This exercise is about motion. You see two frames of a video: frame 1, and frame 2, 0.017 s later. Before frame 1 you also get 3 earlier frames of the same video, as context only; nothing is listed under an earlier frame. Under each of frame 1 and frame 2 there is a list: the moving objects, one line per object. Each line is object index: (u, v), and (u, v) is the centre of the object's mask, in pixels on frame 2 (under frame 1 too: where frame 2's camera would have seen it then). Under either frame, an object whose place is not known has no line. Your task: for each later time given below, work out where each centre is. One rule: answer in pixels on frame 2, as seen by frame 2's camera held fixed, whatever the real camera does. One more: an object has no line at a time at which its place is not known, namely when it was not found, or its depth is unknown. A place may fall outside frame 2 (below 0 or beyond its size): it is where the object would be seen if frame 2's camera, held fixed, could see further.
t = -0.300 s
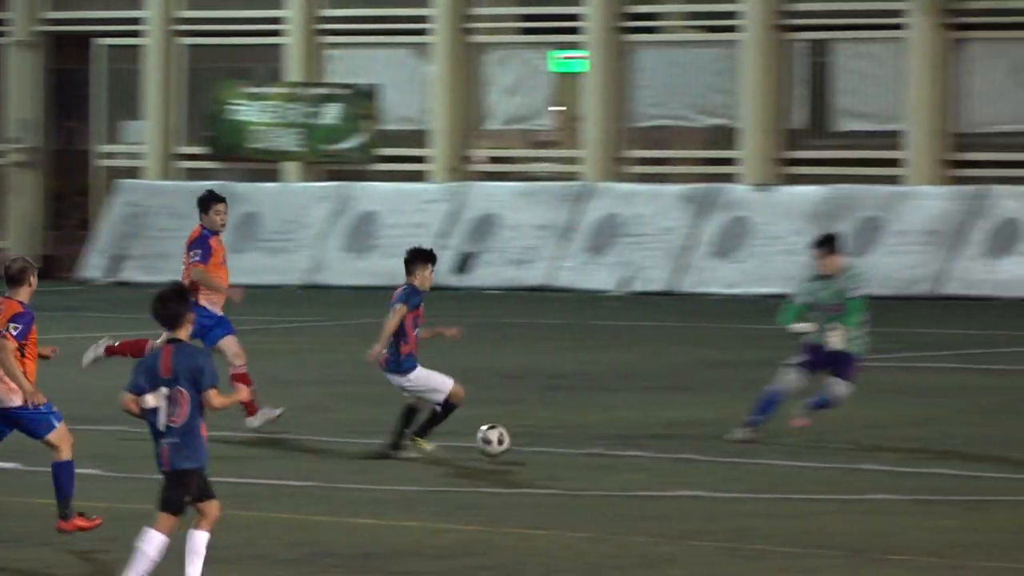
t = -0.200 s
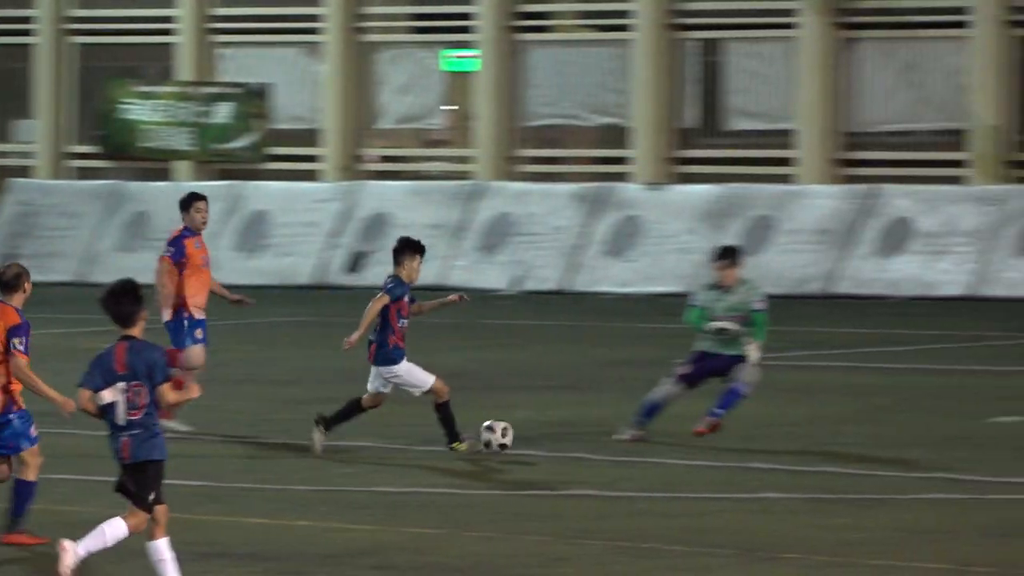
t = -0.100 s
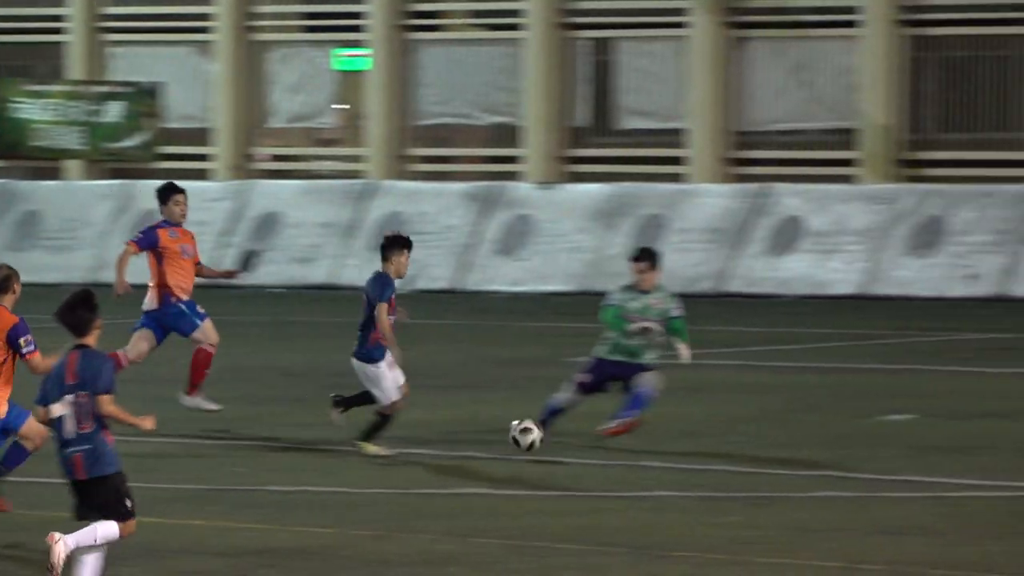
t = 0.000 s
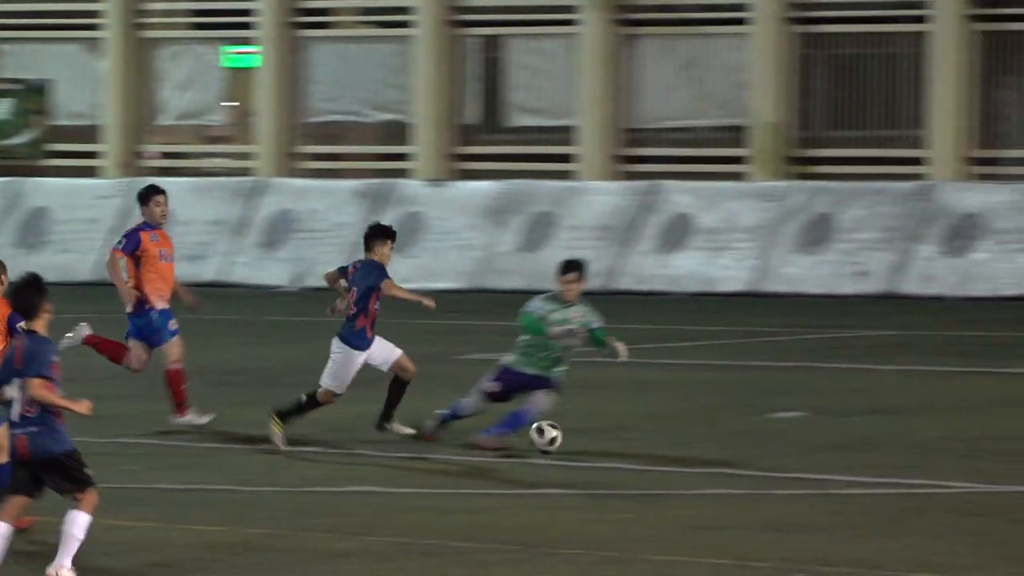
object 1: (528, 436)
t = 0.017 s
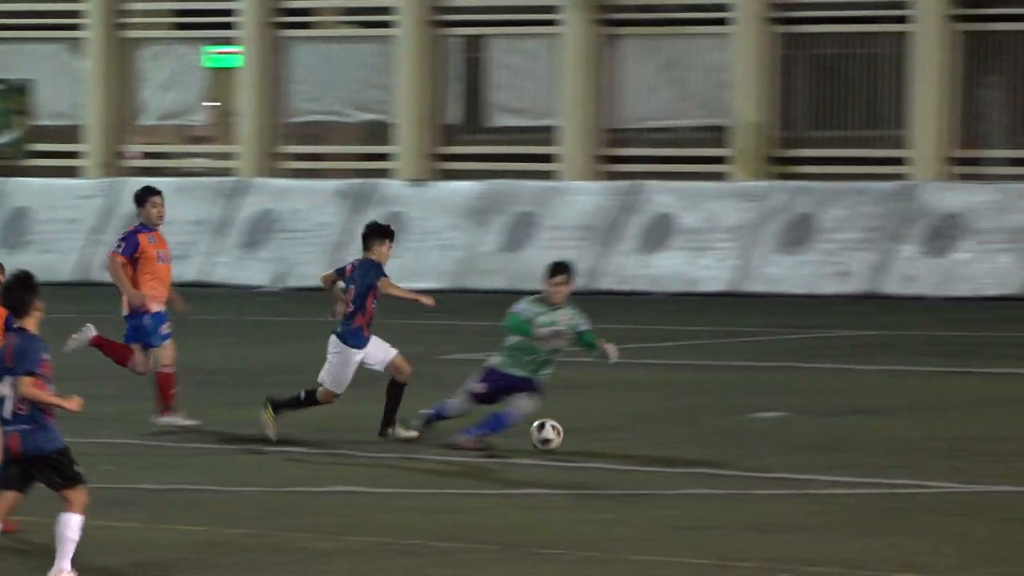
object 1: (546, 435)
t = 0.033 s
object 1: (565, 433)
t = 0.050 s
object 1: (584, 432)
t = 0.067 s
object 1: (603, 432)
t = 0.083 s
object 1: (622, 433)
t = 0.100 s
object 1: (642, 433)
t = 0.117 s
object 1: (662, 434)
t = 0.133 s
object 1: (681, 435)
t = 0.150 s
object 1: (701, 437)
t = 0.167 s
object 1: (719, 439)
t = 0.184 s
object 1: (739, 442)
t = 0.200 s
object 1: (759, 445)
